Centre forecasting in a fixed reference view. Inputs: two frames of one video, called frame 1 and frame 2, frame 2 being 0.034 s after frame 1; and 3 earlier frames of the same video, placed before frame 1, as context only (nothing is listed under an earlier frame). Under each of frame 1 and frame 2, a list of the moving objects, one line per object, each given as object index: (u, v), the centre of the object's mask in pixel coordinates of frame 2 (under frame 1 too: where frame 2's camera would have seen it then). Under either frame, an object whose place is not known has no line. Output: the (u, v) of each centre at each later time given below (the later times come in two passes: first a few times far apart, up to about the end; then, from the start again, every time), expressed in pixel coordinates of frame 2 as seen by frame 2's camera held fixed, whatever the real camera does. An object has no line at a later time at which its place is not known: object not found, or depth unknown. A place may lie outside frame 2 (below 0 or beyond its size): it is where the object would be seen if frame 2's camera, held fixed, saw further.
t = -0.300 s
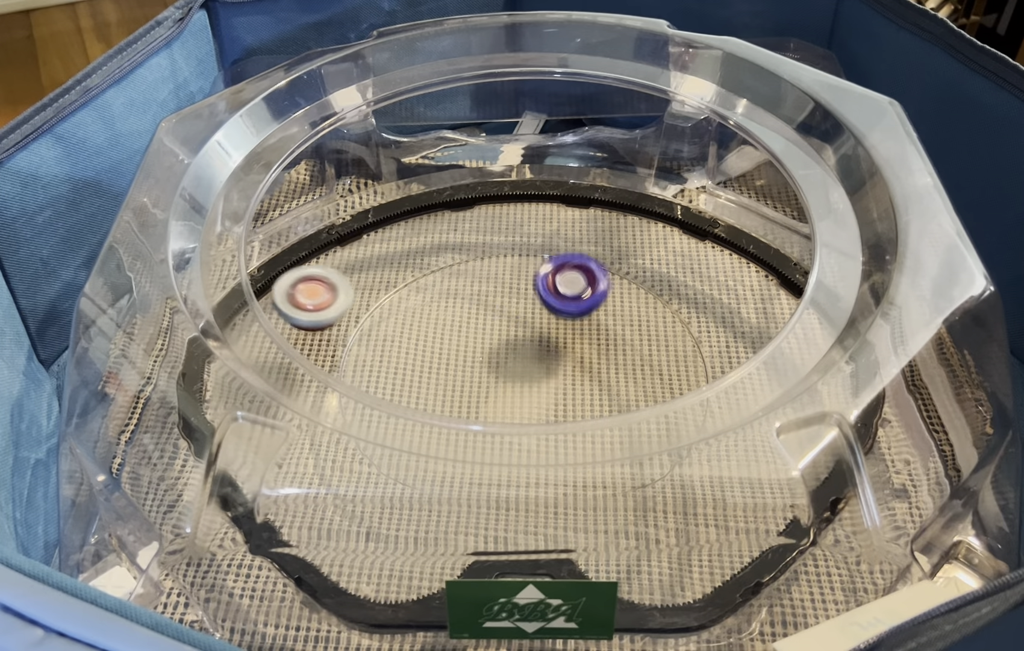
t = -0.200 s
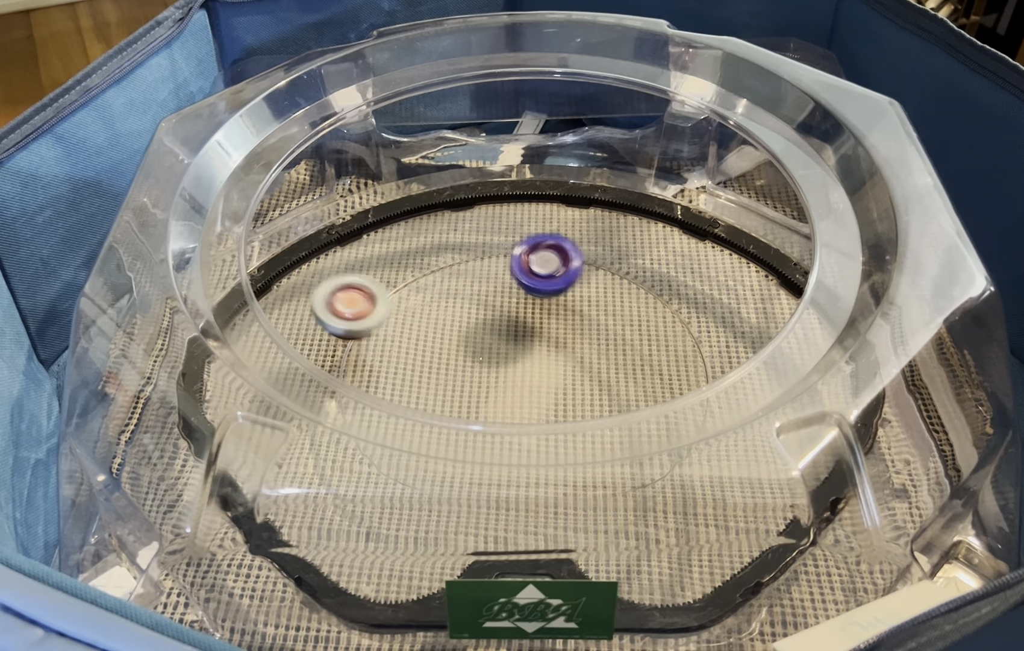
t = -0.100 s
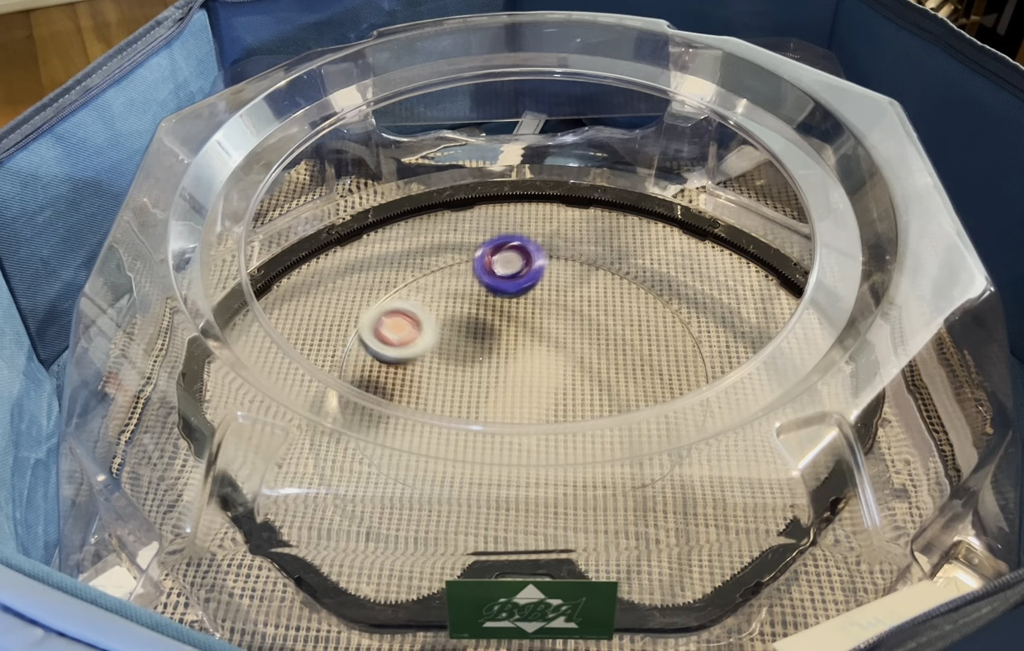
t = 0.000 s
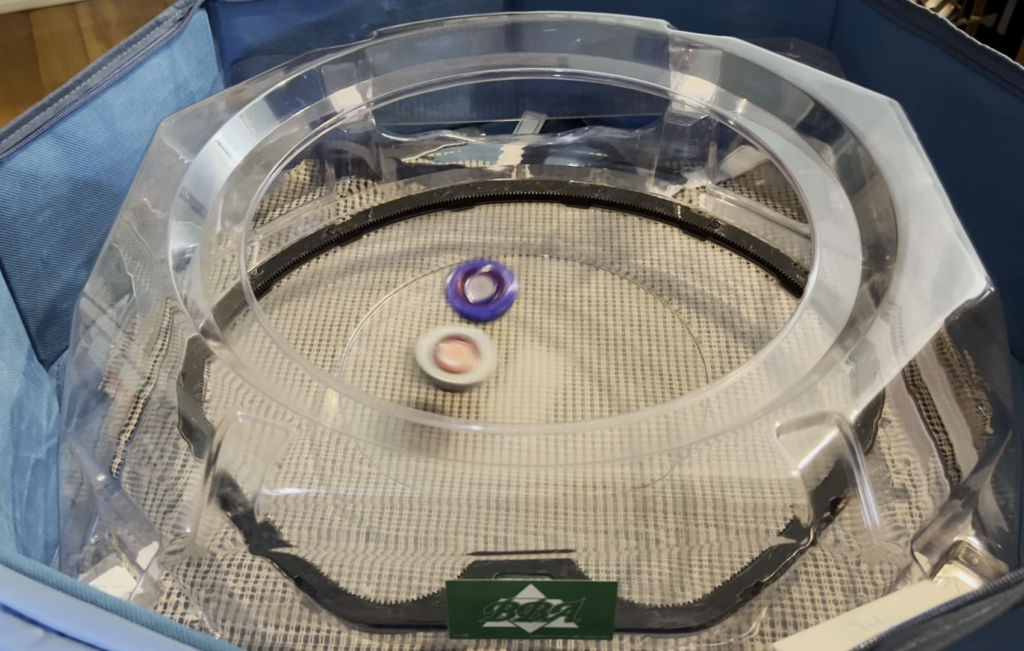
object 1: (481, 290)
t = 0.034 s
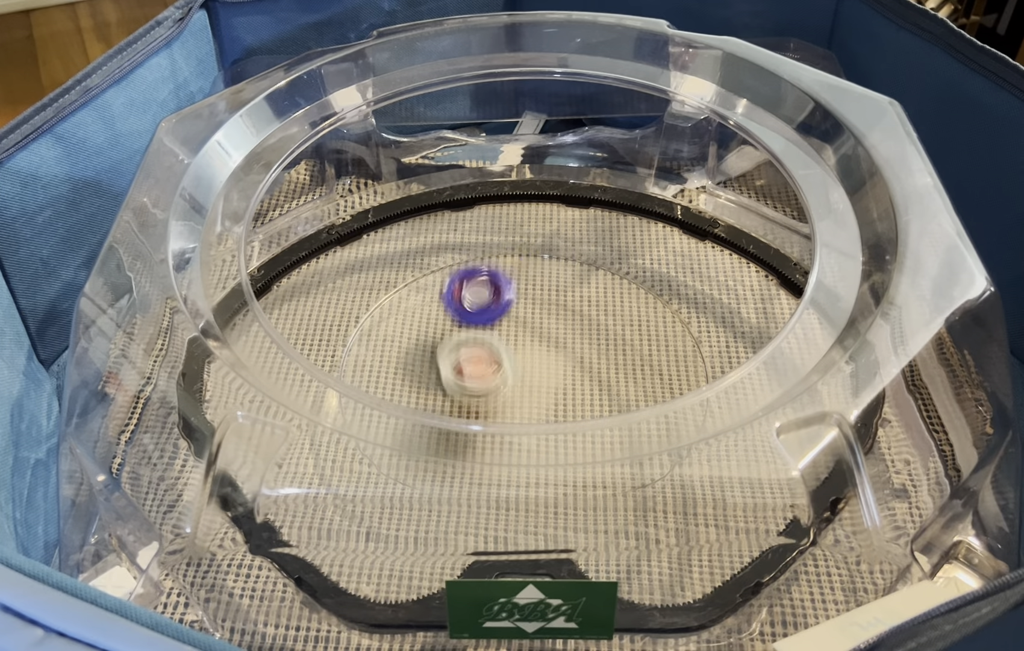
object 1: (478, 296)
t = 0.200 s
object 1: (506, 213)
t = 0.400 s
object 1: (510, 222)
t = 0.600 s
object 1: (481, 295)
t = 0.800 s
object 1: (341, 283)
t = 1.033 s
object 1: (634, 372)
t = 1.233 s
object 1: (685, 323)
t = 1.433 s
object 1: (606, 284)
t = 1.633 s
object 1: (535, 327)
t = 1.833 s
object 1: (536, 358)
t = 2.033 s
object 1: (560, 366)
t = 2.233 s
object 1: (543, 390)
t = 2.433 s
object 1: (552, 395)
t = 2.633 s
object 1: (527, 388)
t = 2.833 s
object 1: (489, 383)
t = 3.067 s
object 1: (467, 394)
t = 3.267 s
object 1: (480, 391)
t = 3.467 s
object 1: (473, 365)
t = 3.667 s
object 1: (460, 356)
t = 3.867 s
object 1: (456, 359)
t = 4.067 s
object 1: (467, 351)
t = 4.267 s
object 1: (484, 344)
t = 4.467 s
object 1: (495, 340)
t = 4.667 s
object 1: (506, 340)
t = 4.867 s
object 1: (502, 338)
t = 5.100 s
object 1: (505, 367)
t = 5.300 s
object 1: (515, 356)
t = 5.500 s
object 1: (499, 366)
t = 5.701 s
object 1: (493, 363)
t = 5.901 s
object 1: (498, 366)
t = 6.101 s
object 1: (494, 361)
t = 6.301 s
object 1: (489, 359)
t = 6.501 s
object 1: (487, 360)
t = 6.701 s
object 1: (491, 358)
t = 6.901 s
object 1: (494, 354)
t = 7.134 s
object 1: (568, 352)
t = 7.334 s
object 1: (549, 320)
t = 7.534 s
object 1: (520, 343)
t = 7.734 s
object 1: (534, 370)
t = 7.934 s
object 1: (544, 382)
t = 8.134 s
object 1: (519, 379)
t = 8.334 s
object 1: (509, 383)
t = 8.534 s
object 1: (494, 386)
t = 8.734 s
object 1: (480, 376)
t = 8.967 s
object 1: (478, 370)
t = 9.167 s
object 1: (469, 357)
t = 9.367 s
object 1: (477, 346)
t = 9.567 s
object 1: (484, 345)
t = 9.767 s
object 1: (496, 343)
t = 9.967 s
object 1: (506, 343)
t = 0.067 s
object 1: (485, 264)
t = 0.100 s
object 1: (491, 238)
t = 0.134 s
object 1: (497, 220)
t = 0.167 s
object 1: (502, 214)
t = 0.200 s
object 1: (506, 213)
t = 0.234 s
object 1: (509, 212)
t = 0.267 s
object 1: (511, 212)
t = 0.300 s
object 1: (513, 213)
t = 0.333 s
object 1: (512, 215)
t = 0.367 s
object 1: (512, 218)
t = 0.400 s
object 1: (510, 222)
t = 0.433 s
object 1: (506, 228)
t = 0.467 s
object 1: (502, 240)
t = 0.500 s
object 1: (497, 252)
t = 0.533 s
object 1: (492, 265)
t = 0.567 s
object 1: (486, 280)
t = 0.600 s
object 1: (481, 295)
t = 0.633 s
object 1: (385, 271)
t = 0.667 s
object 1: (300, 245)
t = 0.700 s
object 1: (217, 226)
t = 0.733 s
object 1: (235, 235)
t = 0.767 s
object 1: (288, 261)
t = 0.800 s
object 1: (341, 283)
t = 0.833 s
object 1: (388, 299)
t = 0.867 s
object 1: (437, 329)
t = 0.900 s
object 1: (482, 347)
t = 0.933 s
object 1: (524, 360)
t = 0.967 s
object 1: (565, 369)
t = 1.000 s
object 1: (602, 373)
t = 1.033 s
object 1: (634, 372)
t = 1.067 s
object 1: (661, 367)
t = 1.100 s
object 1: (682, 359)
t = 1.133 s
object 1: (697, 350)
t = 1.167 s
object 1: (704, 341)
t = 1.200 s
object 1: (696, 333)
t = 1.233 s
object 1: (685, 323)
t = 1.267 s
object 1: (674, 314)
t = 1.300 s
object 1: (661, 306)
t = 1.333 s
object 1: (648, 298)
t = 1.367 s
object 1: (634, 291)
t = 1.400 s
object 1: (619, 286)
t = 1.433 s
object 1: (606, 284)
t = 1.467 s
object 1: (593, 284)
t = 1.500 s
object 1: (579, 287)
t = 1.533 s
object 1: (568, 293)
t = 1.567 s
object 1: (555, 302)
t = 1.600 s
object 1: (544, 314)
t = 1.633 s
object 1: (535, 327)
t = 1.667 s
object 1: (527, 342)
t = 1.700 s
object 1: (522, 357)
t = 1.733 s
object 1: (520, 371)
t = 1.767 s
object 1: (524, 369)
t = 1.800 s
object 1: (530, 362)
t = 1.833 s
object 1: (536, 358)
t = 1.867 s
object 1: (543, 355)
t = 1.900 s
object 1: (549, 354)
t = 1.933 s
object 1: (553, 355)
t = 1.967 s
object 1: (557, 358)
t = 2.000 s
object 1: (559, 362)
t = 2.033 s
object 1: (560, 366)
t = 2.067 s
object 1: (559, 371)
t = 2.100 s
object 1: (556, 376)
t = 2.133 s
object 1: (553, 380)
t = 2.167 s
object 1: (550, 384)
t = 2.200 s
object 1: (546, 387)
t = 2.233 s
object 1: (543, 390)
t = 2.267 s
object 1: (540, 392)
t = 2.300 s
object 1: (537, 393)
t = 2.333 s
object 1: (538, 395)
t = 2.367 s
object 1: (544, 395)
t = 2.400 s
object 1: (549, 395)
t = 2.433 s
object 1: (552, 395)
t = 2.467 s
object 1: (552, 394)
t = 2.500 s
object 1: (549, 393)
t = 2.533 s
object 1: (545, 393)
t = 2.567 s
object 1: (541, 392)
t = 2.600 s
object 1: (534, 390)
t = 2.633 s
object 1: (527, 388)
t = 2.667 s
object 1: (520, 386)
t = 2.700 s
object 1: (513, 384)
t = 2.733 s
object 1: (506, 384)
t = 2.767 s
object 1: (501, 383)
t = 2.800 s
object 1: (495, 383)
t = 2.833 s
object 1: (489, 383)
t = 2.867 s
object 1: (483, 384)
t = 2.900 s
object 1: (478, 386)
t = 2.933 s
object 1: (474, 388)
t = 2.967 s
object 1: (471, 390)
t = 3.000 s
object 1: (469, 391)
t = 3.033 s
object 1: (468, 393)
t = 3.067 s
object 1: (467, 394)
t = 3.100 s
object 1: (467, 394)
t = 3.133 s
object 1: (468, 394)
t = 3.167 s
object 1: (471, 394)
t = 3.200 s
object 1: (475, 394)
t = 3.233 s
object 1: (478, 393)
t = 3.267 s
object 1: (480, 391)
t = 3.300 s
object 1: (480, 389)
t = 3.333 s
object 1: (479, 385)
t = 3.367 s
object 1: (477, 380)
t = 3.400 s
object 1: (476, 374)
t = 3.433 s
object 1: (475, 369)
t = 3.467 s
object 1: (473, 365)
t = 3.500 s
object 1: (470, 361)
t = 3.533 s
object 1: (468, 358)
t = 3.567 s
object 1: (466, 356)
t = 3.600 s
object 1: (464, 355)
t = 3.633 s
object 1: (462, 356)
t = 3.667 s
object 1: (460, 356)
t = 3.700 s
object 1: (458, 356)
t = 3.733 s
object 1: (457, 357)
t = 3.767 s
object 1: (456, 359)
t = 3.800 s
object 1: (455, 359)
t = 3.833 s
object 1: (456, 359)
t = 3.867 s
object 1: (456, 359)
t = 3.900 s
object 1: (457, 358)
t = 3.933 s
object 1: (458, 357)
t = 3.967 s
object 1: (459, 356)
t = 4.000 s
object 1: (462, 354)
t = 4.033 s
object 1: (464, 352)
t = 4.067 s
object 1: (467, 351)
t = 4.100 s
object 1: (470, 349)
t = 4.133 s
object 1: (474, 348)
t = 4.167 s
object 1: (477, 347)
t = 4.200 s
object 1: (480, 345)
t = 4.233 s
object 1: (483, 344)
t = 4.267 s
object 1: (484, 344)
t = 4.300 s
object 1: (485, 343)
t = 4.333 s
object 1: (486, 343)
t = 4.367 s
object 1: (488, 342)
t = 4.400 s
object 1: (490, 341)
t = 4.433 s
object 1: (493, 340)
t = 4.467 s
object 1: (495, 340)
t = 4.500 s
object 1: (497, 340)
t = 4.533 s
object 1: (499, 340)
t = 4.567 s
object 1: (503, 341)
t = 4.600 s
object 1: (506, 341)
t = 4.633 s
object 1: (506, 340)
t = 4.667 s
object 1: (506, 340)
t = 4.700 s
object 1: (506, 339)
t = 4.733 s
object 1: (507, 338)
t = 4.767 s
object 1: (509, 337)
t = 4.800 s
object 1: (511, 336)
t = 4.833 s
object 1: (507, 336)
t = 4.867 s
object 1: (502, 338)
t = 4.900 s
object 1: (498, 342)
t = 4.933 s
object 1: (496, 346)
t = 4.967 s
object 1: (494, 350)
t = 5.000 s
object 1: (494, 355)
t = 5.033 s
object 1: (495, 360)
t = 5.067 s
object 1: (499, 364)
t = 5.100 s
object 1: (505, 367)
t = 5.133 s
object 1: (510, 367)
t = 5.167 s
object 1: (508, 365)
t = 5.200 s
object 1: (508, 362)
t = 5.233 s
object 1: (509, 359)
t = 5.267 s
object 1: (512, 357)
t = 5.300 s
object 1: (515, 356)
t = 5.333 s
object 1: (517, 357)
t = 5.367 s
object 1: (516, 359)
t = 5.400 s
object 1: (514, 361)
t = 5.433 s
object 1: (510, 363)
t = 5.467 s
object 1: (505, 365)
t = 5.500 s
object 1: (499, 366)
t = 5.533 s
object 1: (493, 366)
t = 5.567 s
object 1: (489, 366)
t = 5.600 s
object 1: (487, 365)
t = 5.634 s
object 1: (488, 364)
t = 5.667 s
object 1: (490, 363)
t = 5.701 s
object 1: (493, 363)
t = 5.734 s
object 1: (496, 364)
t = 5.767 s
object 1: (499, 365)
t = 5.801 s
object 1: (500, 366)
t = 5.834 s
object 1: (500, 367)
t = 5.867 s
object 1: (499, 367)
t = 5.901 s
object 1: (498, 366)
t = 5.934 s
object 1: (497, 366)
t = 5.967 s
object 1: (497, 364)
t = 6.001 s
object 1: (496, 363)
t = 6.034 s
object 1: (495, 362)
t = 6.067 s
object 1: (495, 362)
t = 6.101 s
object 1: (494, 361)
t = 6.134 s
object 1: (494, 361)
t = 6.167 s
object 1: (492, 360)
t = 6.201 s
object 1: (491, 360)
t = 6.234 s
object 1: (490, 360)
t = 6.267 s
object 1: (490, 359)
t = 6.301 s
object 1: (489, 359)
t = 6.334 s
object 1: (488, 359)
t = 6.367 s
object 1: (488, 359)
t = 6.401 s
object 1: (488, 360)
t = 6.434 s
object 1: (488, 360)
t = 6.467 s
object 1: (487, 360)
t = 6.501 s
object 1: (487, 360)
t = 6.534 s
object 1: (488, 360)
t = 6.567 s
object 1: (489, 360)
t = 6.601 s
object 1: (489, 359)
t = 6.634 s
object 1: (489, 359)
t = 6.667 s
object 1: (490, 359)
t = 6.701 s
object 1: (491, 358)
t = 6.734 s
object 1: (492, 357)
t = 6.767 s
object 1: (492, 356)
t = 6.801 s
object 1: (493, 356)
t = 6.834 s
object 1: (494, 356)
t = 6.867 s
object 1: (494, 355)
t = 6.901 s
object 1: (494, 354)
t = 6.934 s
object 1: (506, 357)
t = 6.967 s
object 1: (526, 362)
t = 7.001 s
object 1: (541, 365)
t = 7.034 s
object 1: (552, 365)
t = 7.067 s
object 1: (559, 363)
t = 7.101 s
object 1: (564, 358)
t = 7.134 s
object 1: (568, 352)
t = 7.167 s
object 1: (569, 344)
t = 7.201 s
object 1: (568, 337)
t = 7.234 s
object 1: (565, 330)
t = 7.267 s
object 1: (561, 325)
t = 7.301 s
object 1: (555, 322)
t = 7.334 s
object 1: (549, 320)
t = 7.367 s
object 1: (543, 321)
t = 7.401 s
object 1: (537, 323)
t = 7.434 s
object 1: (531, 327)
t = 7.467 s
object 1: (526, 332)
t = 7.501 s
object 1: (522, 337)
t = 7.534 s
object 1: (520, 343)
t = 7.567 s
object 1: (519, 349)
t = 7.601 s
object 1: (520, 355)
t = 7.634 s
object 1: (523, 360)
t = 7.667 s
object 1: (527, 364)
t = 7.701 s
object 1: (530, 367)
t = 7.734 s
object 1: (534, 370)
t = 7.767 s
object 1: (539, 373)
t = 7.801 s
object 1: (543, 375)
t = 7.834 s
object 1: (545, 376)
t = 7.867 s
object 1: (545, 378)
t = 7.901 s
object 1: (544, 380)
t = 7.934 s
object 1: (544, 382)
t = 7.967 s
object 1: (541, 382)
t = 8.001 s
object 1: (537, 381)
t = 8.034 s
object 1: (531, 381)
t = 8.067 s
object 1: (527, 381)
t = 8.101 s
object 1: (523, 380)
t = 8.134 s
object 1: (519, 379)
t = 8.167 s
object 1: (516, 378)
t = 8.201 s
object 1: (513, 379)
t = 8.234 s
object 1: (513, 380)
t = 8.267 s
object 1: (512, 380)
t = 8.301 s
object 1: (511, 381)
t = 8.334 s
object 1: (509, 383)
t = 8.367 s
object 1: (508, 384)
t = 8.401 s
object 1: (506, 386)
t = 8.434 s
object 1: (503, 386)
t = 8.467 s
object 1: (499, 386)
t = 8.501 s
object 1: (497, 387)
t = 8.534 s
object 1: (494, 386)
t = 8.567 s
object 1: (491, 385)
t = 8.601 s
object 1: (487, 383)
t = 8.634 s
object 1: (484, 381)
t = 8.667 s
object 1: (483, 380)
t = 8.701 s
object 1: (482, 377)
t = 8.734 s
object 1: (480, 376)
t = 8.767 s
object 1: (479, 374)
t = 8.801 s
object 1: (479, 373)
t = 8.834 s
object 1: (480, 372)
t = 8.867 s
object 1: (480, 371)
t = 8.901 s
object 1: (479, 371)
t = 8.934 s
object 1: (479, 371)
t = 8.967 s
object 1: (478, 370)
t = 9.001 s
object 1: (476, 369)
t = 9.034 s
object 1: (473, 367)
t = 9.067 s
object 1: (471, 365)
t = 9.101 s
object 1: (469, 363)
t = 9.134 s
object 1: (469, 360)
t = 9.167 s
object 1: (469, 357)
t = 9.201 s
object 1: (469, 355)
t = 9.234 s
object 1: (470, 353)
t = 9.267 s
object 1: (472, 351)
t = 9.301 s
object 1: (474, 349)
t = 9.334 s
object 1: (476, 347)
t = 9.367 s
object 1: (477, 346)
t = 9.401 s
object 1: (478, 346)
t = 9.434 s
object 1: (480, 345)
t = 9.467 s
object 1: (482, 345)
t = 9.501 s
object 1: (482, 344)
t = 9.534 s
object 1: (482, 345)
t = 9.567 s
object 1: (484, 345)
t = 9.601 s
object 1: (486, 344)
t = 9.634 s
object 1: (487, 344)
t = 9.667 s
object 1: (488, 345)
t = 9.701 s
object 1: (491, 345)
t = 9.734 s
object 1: (494, 344)
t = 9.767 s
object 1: (496, 343)
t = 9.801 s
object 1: (497, 343)
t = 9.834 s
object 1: (501, 342)
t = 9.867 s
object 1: (503, 342)
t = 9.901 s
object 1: (504, 341)
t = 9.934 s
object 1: (504, 342)
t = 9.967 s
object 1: (506, 343)
